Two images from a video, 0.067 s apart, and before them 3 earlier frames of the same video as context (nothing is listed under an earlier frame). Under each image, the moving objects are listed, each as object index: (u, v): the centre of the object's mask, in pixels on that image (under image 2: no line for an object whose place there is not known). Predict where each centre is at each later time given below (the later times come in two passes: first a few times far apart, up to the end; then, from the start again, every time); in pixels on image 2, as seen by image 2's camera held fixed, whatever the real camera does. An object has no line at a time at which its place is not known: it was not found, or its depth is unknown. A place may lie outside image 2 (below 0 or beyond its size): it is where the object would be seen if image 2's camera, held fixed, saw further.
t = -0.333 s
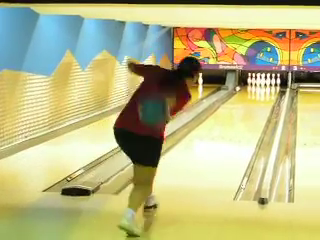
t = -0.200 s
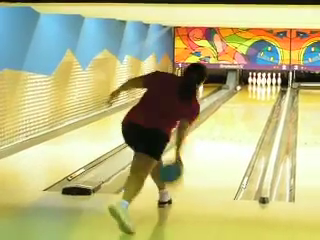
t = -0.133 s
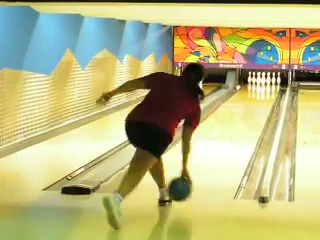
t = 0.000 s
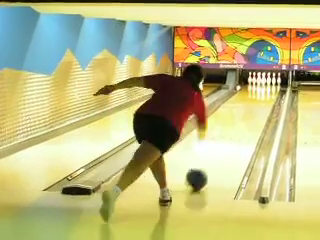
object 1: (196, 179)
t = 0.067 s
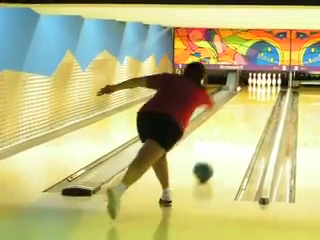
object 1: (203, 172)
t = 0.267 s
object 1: (218, 150)
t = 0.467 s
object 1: (228, 136)
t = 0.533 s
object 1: (231, 132)
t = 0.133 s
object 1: (208, 164)
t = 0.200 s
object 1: (213, 157)
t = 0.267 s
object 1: (218, 150)
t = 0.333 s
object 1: (222, 145)
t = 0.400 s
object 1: (225, 140)
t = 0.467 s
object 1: (228, 136)
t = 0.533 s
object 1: (231, 132)
